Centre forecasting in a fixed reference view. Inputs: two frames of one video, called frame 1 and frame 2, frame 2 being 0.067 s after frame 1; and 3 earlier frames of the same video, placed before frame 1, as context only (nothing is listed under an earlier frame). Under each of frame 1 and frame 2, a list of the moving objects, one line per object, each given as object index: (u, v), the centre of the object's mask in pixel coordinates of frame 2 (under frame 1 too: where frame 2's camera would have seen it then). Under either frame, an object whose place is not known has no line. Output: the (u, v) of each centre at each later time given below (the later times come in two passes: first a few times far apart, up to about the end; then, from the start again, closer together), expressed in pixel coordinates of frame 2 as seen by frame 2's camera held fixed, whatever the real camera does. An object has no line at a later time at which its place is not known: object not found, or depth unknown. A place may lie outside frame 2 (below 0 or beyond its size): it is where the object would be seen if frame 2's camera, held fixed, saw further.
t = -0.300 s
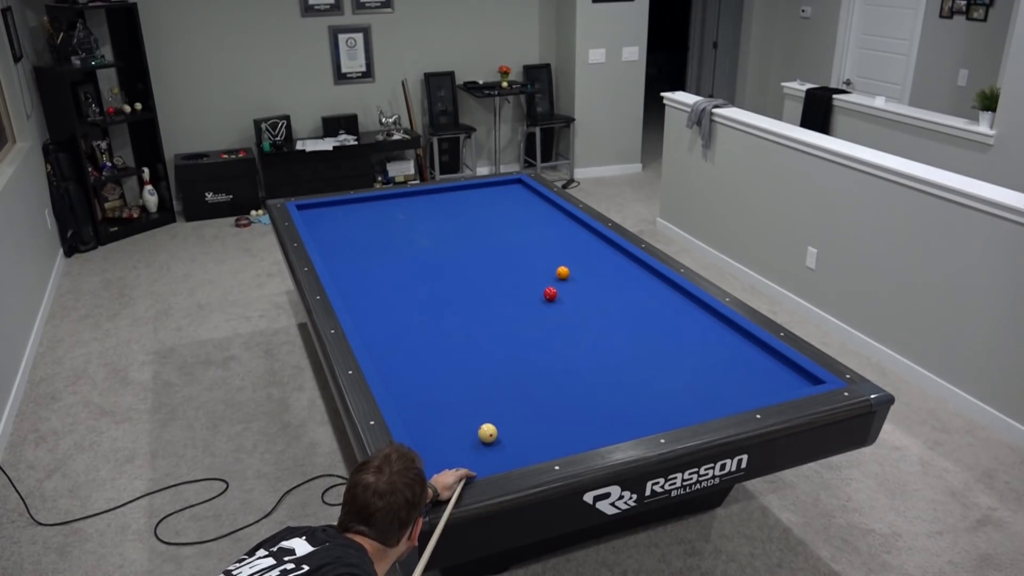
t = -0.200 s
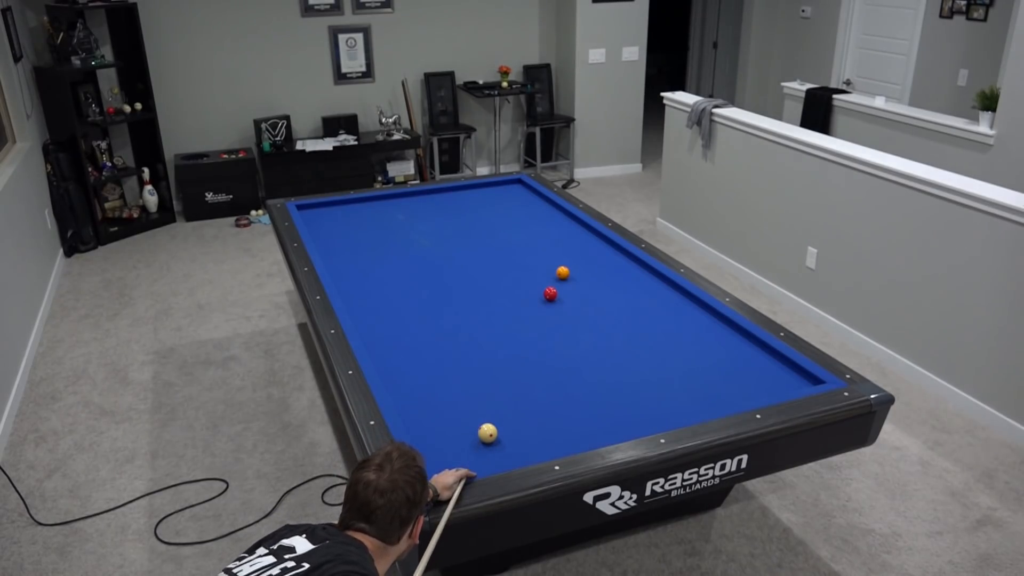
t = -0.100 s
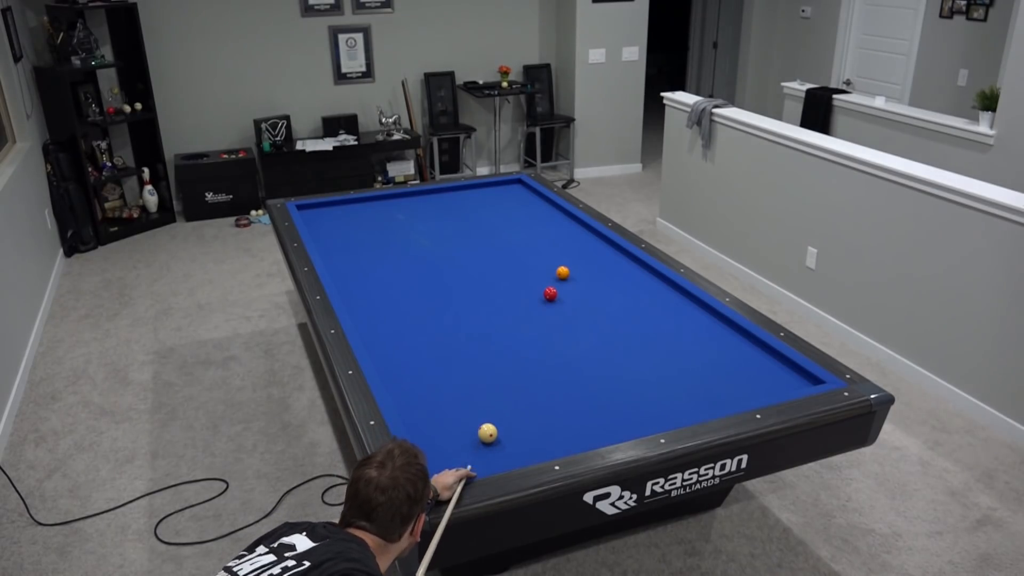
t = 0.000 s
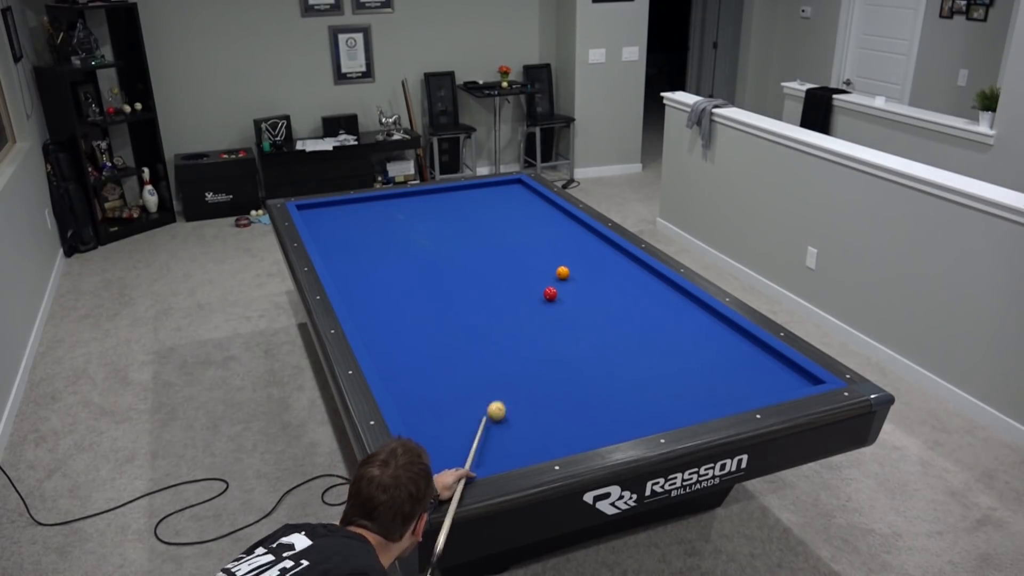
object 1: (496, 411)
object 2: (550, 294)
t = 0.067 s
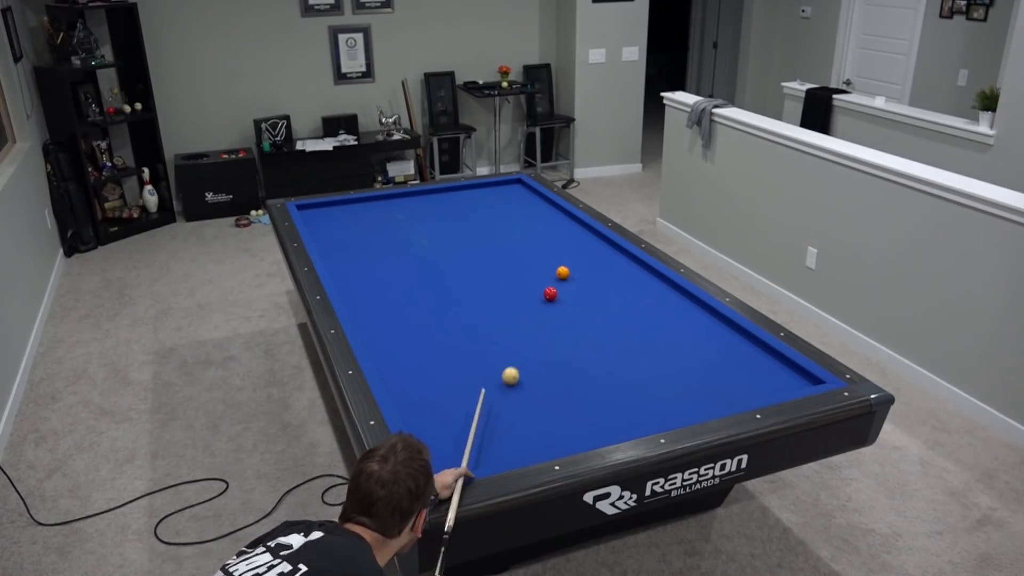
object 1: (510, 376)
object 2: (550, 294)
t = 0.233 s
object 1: (537, 310)
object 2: (550, 294)
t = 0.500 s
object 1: (484, 274)
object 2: (629, 260)
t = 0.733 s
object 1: (442, 253)
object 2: (566, 262)
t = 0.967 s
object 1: (405, 235)
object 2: (507, 265)
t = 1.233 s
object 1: (368, 216)
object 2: (442, 268)
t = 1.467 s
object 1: (340, 202)
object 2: (384, 271)
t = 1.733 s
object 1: (308, 219)
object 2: (344, 271)
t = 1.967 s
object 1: (335, 229)
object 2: (375, 265)
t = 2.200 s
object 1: (362, 239)
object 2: (402, 259)
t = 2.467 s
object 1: (395, 250)
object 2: (431, 253)
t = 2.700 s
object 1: (425, 261)
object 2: (454, 248)
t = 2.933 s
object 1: (458, 273)
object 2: (477, 243)
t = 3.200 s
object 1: (497, 287)
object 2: (502, 238)
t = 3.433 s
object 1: (534, 300)
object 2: (523, 234)
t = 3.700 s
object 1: (579, 316)
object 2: (545, 229)
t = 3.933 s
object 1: (621, 331)
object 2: (563, 225)
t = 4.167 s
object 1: (666, 347)
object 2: (576, 222)
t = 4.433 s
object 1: (722, 368)
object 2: (562, 224)
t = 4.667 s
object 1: (775, 386)
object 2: (550, 224)
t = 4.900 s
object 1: (789, 372)
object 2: (539, 226)
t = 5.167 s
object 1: (763, 359)
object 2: (526, 227)
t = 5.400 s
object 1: (732, 351)
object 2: (516, 227)
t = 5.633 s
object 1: (703, 343)
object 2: (506, 228)
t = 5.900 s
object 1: (672, 335)
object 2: (494, 229)
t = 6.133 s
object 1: (647, 328)
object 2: (485, 230)
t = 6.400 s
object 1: (620, 321)
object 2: (475, 231)
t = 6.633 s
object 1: (598, 314)
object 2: (467, 231)
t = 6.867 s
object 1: (577, 309)
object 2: (459, 231)
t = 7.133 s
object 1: (554, 303)
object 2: (451, 232)
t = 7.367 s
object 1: (536, 298)
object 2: (444, 232)
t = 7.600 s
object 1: (518, 293)
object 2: (438, 233)
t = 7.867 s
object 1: (499, 288)
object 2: (431, 233)
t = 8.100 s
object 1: (484, 284)
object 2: (426, 233)
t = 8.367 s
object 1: (468, 279)
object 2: (421, 234)
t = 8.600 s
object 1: (454, 275)
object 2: (416, 234)
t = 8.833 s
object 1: (442, 272)
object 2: (413, 234)
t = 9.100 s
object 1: (428, 268)
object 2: (409, 234)
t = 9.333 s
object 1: (417, 265)
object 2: (406, 234)
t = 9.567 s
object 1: (406, 262)
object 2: (404, 234)
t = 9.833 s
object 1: (395, 259)
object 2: (402, 235)
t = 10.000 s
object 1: (388, 257)
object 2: (401, 235)
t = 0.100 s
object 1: (517, 361)
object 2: (550, 294)
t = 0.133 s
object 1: (522, 347)
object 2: (550, 294)
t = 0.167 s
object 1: (527, 333)
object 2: (550, 294)
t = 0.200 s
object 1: (532, 321)
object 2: (550, 294)
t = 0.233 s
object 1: (537, 310)
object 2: (550, 294)
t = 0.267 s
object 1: (540, 300)
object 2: (551, 293)
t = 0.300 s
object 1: (532, 295)
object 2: (561, 289)
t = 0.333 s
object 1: (523, 291)
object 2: (574, 284)
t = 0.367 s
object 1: (514, 287)
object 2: (587, 278)
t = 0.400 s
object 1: (506, 284)
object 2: (598, 274)
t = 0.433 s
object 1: (498, 280)
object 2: (609, 269)
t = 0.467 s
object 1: (491, 277)
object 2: (619, 265)
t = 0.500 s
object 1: (484, 274)
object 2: (629, 260)
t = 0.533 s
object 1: (478, 270)
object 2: (628, 259)
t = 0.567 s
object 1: (472, 267)
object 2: (616, 259)
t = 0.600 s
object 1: (465, 264)
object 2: (605, 260)
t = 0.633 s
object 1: (459, 261)
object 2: (595, 261)
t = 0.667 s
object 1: (453, 258)
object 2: (585, 261)
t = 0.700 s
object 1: (448, 256)
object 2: (575, 262)
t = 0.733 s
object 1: (442, 253)
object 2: (566, 262)
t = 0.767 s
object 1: (437, 250)
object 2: (556, 262)
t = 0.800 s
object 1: (431, 247)
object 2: (548, 263)
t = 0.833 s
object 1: (426, 245)
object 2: (540, 264)
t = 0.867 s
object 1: (420, 242)
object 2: (532, 264)
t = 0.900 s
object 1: (415, 240)
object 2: (524, 264)
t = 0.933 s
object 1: (410, 237)
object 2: (515, 265)
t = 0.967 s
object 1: (405, 235)
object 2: (507, 265)
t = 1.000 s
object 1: (400, 232)
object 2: (499, 265)
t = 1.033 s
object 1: (395, 229)
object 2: (491, 266)
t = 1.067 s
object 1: (391, 227)
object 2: (483, 266)
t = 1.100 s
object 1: (386, 225)
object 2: (474, 267)
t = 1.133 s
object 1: (382, 223)
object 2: (466, 267)
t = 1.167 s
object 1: (377, 220)
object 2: (458, 267)
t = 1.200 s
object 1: (373, 219)
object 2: (450, 268)
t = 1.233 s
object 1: (368, 216)
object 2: (442, 268)
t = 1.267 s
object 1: (364, 214)
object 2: (434, 269)
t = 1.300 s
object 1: (360, 212)
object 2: (425, 269)
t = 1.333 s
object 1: (356, 210)
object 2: (417, 269)
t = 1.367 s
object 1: (352, 208)
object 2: (409, 270)
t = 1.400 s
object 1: (348, 206)
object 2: (401, 270)
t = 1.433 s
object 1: (344, 204)
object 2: (393, 270)
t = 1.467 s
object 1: (340, 202)
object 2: (384, 271)
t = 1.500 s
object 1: (336, 204)
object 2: (376, 271)
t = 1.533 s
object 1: (332, 206)
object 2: (368, 271)
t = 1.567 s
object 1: (328, 209)
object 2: (360, 272)
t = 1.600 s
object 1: (325, 211)
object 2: (352, 272)
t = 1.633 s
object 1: (320, 213)
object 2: (344, 272)
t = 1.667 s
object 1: (316, 215)
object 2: (336, 273)
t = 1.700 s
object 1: (312, 218)
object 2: (338, 272)
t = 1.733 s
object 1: (308, 219)
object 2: (344, 271)
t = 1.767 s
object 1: (311, 221)
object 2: (349, 270)
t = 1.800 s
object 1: (316, 222)
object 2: (355, 269)
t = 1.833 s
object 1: (320, 224)
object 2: (359, 268)
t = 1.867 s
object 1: (324, 225)
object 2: (364, 267)
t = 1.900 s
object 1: (328, 226)
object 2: (367, 266)
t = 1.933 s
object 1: (332, 228)
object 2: (371, 266)
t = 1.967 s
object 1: (335, 229)
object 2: (375, 265)
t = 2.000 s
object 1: (339, 230)
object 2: (379, 264)
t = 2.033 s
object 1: (343, 232)
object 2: (383, 263)
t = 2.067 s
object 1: (346, 233)
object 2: (387, 262)
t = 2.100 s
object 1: (351, 235)
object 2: (391, 261)
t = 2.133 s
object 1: (354, 236)
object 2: (394, 261)
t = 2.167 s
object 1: (358, 237)
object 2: (398, 260)
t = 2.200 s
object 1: (362, 239)
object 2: (402, 259)
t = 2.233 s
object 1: (366, 240)
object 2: (406, 258)
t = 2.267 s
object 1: (370, 242)
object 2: (409, 257)
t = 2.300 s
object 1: (374, 243)
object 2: (413, 257)
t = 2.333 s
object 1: (378, 245)
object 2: (416, 256)
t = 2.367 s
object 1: (382, 246)
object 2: (420, 255)
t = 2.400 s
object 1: (387, 247)
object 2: (424, 254)
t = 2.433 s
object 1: (391, 249)
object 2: (427, 254)
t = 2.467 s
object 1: (395, 250)
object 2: (431, 253)
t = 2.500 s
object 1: (399, 252)
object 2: (434, 252)
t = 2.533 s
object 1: (403, 253)
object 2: (438, 252)
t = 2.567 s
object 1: (408, 255)
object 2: (441, 251)
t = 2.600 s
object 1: (412, 257)
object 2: (444, 250)
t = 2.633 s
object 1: (416, 258)
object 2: (448, 249)
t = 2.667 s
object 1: (421, 260)
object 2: (451, 249)
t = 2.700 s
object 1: (425, 261)
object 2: (454, 248)
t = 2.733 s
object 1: (430, 263)
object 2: (458, 247)
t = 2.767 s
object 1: (434, 265)
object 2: (461, 246)
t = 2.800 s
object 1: (439, 266)
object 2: (464, 246)
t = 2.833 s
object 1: (443, 268)
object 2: (467, 245)
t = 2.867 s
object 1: (448, 270)
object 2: (471, 245)
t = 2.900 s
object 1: (453, 271)
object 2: (474, 244)
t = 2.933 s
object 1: (458, 273)
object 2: (477, 243)
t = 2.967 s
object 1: (462, 275)
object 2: (480, 242)
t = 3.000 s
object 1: (467, 276)
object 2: (483, 242)
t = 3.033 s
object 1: (472, 278)
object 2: (487, 241)
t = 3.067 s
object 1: (477, 280)
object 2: (490, 240)
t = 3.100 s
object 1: (482, 282)
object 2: (493, 240)
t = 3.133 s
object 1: (487, 283)
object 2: (496, 239)
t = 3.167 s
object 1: (492, 285)
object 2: (499, 238)
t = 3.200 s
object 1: (497, 287)
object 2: (502, 238)
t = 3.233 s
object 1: (502, 289)
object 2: (505, 237)
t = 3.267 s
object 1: (507, 290)
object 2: (508, 236)
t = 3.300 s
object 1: (512, 292)
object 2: (511, 236)
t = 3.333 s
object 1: (518, 294)
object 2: (514, 235)
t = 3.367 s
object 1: (523, 296)
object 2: (517, 235)
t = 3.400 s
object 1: (528, 298)
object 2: (520, 234)
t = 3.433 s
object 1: (534, 300)
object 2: (523, 234)
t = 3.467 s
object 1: (539, 302)
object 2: (525, 233)
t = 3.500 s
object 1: (545, 304)
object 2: (528, 233)
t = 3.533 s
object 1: (550, 306)
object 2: (531, 232)
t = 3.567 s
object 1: (556, 308)
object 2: (534, 231)
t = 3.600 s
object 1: (562, 310)
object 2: (537, 231)
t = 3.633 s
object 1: (567, 312)
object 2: (539, 230)
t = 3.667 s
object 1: (573, 314)
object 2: (542, 230)
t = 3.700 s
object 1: (579, 316)
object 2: (545, 229)
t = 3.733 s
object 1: (585, 318)
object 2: (548, 229)
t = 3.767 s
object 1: (591, 320)
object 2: (550, 228)
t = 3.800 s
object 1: (597, 323)
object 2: (553, 227)
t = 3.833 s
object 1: (603, 325)
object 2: (556, 227)
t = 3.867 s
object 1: (609, 327)
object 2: (558, 226)
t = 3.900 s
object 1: (615, 329)
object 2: (561, 226)
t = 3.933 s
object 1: (621, 331)
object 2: (563, 225)
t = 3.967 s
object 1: (627, 334)
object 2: (566, 225)
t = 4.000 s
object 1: (634, 336)
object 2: (569, 224)
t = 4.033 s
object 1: (640, 338)
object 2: (571, 224)
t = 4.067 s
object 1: (646, 340)
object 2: (574, 223)
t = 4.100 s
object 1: (653, 343)
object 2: (576, 222)
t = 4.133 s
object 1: (660, 345)
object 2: (578, 222)
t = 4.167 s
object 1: (666, 347)
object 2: (576, 222)
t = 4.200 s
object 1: (673, 350)
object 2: (574, 222)
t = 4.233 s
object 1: (680, 352)
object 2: (572, 223)
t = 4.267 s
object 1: (687, 355)
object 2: (571, 223)
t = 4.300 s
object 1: (694, 357)
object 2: (569, 223)
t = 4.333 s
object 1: (701, 360)
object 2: (567, 223)
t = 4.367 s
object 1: (708, 362)
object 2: (565, 223)
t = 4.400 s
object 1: (715, 365)
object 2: (563, 223)
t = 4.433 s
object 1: (722, 368)
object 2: (562, 224)
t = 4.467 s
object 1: (729, 370)
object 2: (560, 224)
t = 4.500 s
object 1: (737, 373)
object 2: (559, 224)
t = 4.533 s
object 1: (744, 375)
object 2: (557, 224)
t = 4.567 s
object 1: (752, 378)
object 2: (555, 224)
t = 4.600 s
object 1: (759, 381)
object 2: (553, 224)
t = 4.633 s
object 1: (767, 384)
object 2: (552, 224)
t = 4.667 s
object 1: (775, 386)
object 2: (550, 224)
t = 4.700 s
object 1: (782, 387)
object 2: (548, 225)
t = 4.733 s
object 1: (786, 387)
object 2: (547, 225)
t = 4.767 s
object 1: (786, 384)
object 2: (545, 225)
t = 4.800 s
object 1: (786, 381)
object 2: (544, 225)
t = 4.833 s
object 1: (787, 378)
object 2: (542, 225)
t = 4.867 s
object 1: (788, 375)
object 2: (540, 225)
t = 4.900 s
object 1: (789, 372)
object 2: (539, 226)
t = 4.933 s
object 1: (790, 369)
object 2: (537, 226)
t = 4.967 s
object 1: (791, 367)
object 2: (536, 226)
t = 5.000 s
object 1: (786, 365)
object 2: (534, 226)
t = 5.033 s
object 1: (781, 364)
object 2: (533, 226)
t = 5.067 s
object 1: (777, 363)
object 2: (531, 226)
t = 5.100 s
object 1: (772, 362)
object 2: (529, 226)
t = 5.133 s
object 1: (767, 361)
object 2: (528, 227)
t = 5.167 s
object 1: (763, 359)
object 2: (526, 227)
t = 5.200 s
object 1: (758, 358)
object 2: (525, 227)
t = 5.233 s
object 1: (754, 357)
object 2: (523, 227)
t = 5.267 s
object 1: (749, 356)
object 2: (522, 227)
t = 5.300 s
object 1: (745, 355)
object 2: (520, 227)
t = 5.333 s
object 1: (740, 353)
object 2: (519, 227)
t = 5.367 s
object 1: (736, 352)
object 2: (517, 227)
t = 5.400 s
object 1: (732, 351)
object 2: (516, 227)
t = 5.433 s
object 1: (728, 350)
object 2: (514, 228)
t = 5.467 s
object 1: (723, 349)
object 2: (513, 228)
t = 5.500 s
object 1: (719, 347)
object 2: (511, 228)
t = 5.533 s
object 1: (715, 346)
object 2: (510, 228)
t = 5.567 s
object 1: (711, 345)
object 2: (509, 228)
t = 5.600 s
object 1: (707, 344)
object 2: (507, 228)
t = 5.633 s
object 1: (703, 343)
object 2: (506, 228)
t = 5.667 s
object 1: (699, 342)
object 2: (504, 228)
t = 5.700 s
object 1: (695, 341)
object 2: (503, 229)
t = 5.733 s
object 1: (691, 340)
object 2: (501, 229)
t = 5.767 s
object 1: (687, 339)
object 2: (500, 229)
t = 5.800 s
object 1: (683, 338)
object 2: (499, 229)
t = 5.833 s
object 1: (680, 337)
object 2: (497, 229)
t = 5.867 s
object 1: (676, 336)
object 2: (496, 229)
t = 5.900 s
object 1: (672, 335)
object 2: (494, 229)
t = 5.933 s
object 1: (668, 334)
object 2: (493, 229)
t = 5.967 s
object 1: (665, 333)
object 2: (492, 230)
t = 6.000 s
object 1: (661, 332)
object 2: (491, 230)
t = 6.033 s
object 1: (657, 331)
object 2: (489, 230)
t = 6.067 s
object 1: (654, 330)
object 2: (488, 230)
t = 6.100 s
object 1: (650, 329)
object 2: (487, 230)
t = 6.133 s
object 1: (647, 328)
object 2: (485, 230)
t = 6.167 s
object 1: (643, 327)
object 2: (484, 230)
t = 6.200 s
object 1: (640, 326)
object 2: (483, 230)
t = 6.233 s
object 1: (636, 325)
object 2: (482, 230)
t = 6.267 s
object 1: (633, 324)
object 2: (480, 230)
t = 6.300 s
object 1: (630, 323)
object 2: (479, 230)
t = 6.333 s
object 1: (626, 322)
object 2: (478, 230)
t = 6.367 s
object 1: (623, 321)
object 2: (477, 230)
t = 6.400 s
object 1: (620, 321)
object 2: (475, 231)
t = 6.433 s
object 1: (616, 320)
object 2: (474, 231)
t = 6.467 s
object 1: (613, 319)
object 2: (473, 231)
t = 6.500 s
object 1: (610, 318)
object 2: (472, 231)
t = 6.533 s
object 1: (607, 317)
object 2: (471, 231)
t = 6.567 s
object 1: (604, 316)
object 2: (469, 231)
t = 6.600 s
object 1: (601, 315)
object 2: (468, 231)
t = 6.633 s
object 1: (598, 314)
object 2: (467, 231)
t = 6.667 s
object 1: (595, 314)
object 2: (466, 231)
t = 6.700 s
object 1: (591, 313)
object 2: (465, 231)
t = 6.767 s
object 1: (585, 311)
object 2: (462, 231)
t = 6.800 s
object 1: (582, 310)
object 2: (461, 231)
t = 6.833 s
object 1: (580, 310)
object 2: (460, 232)
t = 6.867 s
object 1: (577, 309)
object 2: (459, 231)
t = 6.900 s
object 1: (574, 308)
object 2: (458, 231)
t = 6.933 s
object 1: (571, 307)
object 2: (457, 232)
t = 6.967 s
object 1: (568, 306)
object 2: (456, 232)
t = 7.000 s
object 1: (565, 306)
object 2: (455, 232)
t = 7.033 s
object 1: (563, 305)
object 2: (454, 232)
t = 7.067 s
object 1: (560, 304)
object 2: (453, 232)
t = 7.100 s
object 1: (557, 303)
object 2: (452, 232)
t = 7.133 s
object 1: (554, 303)
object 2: (451, 232)
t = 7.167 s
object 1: (552, 302)
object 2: (450, 232)
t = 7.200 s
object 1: (549, 301)
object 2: (449, 232)
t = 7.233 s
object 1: (546, 300)
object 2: (448, 232)
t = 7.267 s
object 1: (543, 300)
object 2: (447, 232)
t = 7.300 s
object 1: (541, 299)
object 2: (446, 232)
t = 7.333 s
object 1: (538, 298)
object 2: (445, 232)
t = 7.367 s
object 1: (536, 298)
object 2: (444, 232)
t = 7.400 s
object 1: (533, 297)
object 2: (444, 233)
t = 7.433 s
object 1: (531, 296)
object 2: (443, 233)
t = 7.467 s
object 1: (528, 296)
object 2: (442, 233)
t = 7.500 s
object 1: (525, 295)
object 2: (441, 233)
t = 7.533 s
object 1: (523, 294)
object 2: (440, 233)
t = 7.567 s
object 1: (520, 294)
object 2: (439, 233)
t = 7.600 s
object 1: (518, 293)
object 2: (438, 233)
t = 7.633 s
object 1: (516, 292)
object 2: (437, 233)
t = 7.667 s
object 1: (513, 292)
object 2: (436, 233)
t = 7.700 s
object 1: (511, 291)
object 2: (435, 233)
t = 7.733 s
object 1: (509, 290)
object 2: (434, 233)
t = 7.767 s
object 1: (506, 290)
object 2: (434, 233)
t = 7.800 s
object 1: (504, 289)
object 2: (433, 233)
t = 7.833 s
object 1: (502, 289)
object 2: (432, 233)
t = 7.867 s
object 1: (499, 288)
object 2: (431, 233)
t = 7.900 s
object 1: (497, 287)
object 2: (431, 233)
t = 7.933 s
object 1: (495, 287)
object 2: (430, 233)
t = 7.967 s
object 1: (493, 286)
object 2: (429, 233)
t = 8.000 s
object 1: (490, 285)
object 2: (428, 233)
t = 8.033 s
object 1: (488, 285)
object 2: (428, 233)
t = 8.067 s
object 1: (486, 284)
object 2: (427, 233)
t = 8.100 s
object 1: (484, 284)
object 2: (426, 233)
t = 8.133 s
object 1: (482, 283)
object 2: (425, 233)
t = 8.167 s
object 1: (480, 282)
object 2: (425, 233)
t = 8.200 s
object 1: (478, 282)
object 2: (424, 233)
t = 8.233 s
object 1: (476, 281)
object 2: (423, 233)
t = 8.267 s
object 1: (474, 281)
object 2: (423, 233)
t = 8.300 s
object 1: (472, 280)
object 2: (422, 234)
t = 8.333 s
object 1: (470, 280)
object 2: (421, 234)
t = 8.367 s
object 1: (468, 279)
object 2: (421, 234)
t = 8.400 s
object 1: (466, 278)
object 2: (420, 234)
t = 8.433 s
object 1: (464, 278)
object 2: (420, 234)
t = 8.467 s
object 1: (462, 277)
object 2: (419, 234)
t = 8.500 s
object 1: (460, 277)
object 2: (418, 234)
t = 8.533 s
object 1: (458, 276)
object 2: (418, 234)
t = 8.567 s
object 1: (456, 276)
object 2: (417, 234)
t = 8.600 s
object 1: (454, 275)
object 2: (416, 234)
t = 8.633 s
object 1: (452, 275)
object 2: (416, 234)
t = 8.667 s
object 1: (451, 274)
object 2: (415, 234)
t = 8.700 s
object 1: (449, 274)
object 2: (415, 234)
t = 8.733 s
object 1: (447, 273)
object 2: (414, 234)
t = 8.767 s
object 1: (445, 273)
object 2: (414, 234)
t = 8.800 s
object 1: (443, 272)
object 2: (413, 234)
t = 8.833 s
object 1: (442, 272)
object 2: (413, 234)
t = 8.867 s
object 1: (440, 271)
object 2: (412, 234)
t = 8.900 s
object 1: (438, 271)
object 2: (412, 234)
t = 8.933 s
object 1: (436, 270)
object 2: (411, 234)
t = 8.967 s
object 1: (435, 270)
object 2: (411, 234)
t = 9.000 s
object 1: (433, 269)
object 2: (410, 234)
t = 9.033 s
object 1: (431, 269)
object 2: (410, 234)
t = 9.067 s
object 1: (430, 268)
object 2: (410, 234)
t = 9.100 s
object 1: (428, 268)
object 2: (409, 234)
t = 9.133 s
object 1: (426, 267)
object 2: (409, 234)
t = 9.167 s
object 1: (425, 267)
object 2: (408, 234)
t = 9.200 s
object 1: (423, 266)
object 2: (408, 234)
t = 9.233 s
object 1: (421, 266)
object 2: (408, 234)
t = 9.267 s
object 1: (420, 266)
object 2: (407, 234)
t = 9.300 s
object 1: (418, 265)
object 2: (407, 234)
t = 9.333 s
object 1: (417, 265)
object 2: (406, 234)
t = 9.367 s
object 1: (415, 264)
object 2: (406, 234)
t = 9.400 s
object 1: (414, 264)
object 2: (406, 234)
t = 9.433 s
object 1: (412, 263)
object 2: (405, 234)
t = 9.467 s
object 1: (411, 263)
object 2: (405, 234)
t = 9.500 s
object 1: (409, 263)
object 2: (405, 234)
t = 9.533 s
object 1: (408, 262)
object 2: (404, 234)
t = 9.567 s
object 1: (406, 262)
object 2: (404, 234)
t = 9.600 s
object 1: (405, 261)
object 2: (404, 234)
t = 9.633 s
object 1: (403, 261)
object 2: (404, 234)
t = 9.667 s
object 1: (402, 261)
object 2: (403, 234)
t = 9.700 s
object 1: (400, 260)
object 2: (403, 234)
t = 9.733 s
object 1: (399, 260)
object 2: (403, 235)
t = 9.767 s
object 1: (397, 259)
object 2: (403, 234)
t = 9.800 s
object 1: (396, 259)
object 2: (402, 234)
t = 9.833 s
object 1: (395, 259)
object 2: (402, 235)
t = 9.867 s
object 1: (393, 258)
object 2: (402, 235)
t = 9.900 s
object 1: (392, 258)
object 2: (402, 235)
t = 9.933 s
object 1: (391, 257)
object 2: (401, 235)
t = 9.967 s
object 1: (389, 257)
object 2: (401, 235)
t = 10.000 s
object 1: (388, 257)
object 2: (401, 235)
